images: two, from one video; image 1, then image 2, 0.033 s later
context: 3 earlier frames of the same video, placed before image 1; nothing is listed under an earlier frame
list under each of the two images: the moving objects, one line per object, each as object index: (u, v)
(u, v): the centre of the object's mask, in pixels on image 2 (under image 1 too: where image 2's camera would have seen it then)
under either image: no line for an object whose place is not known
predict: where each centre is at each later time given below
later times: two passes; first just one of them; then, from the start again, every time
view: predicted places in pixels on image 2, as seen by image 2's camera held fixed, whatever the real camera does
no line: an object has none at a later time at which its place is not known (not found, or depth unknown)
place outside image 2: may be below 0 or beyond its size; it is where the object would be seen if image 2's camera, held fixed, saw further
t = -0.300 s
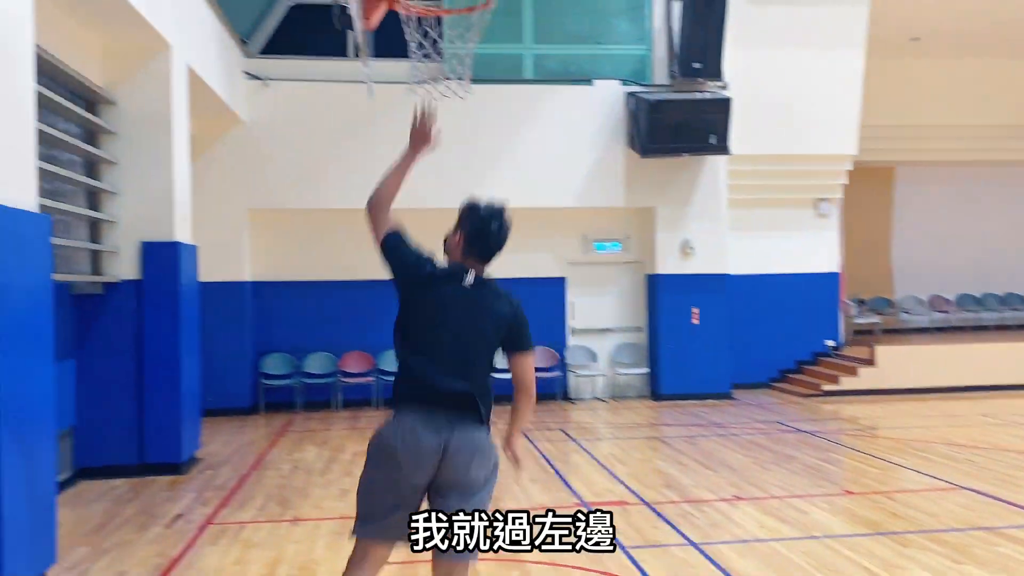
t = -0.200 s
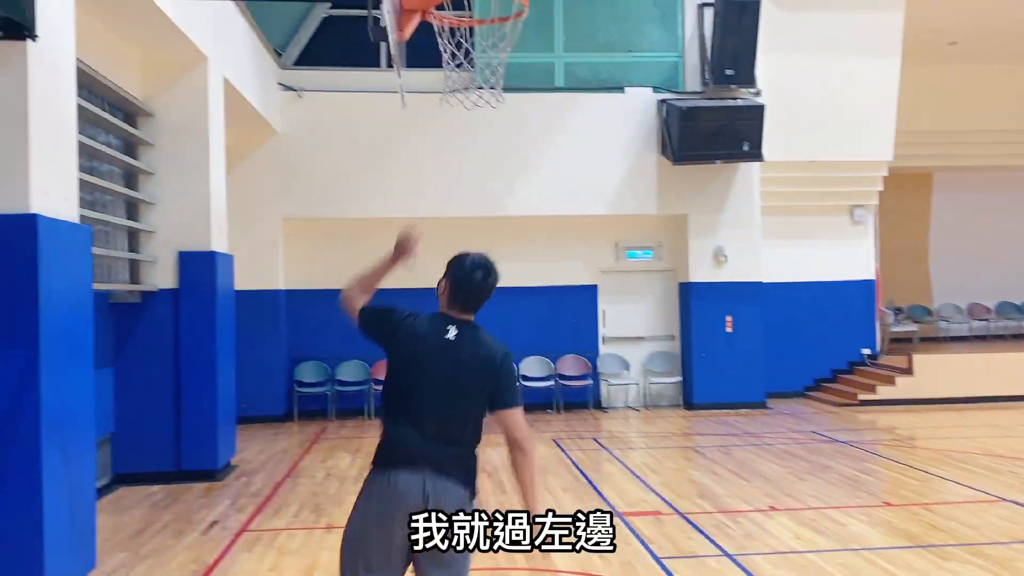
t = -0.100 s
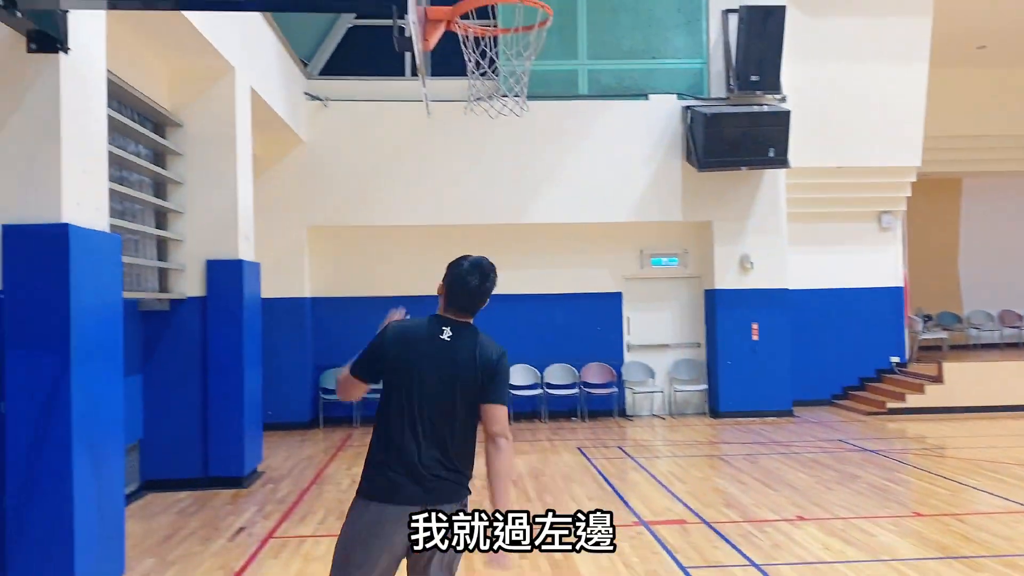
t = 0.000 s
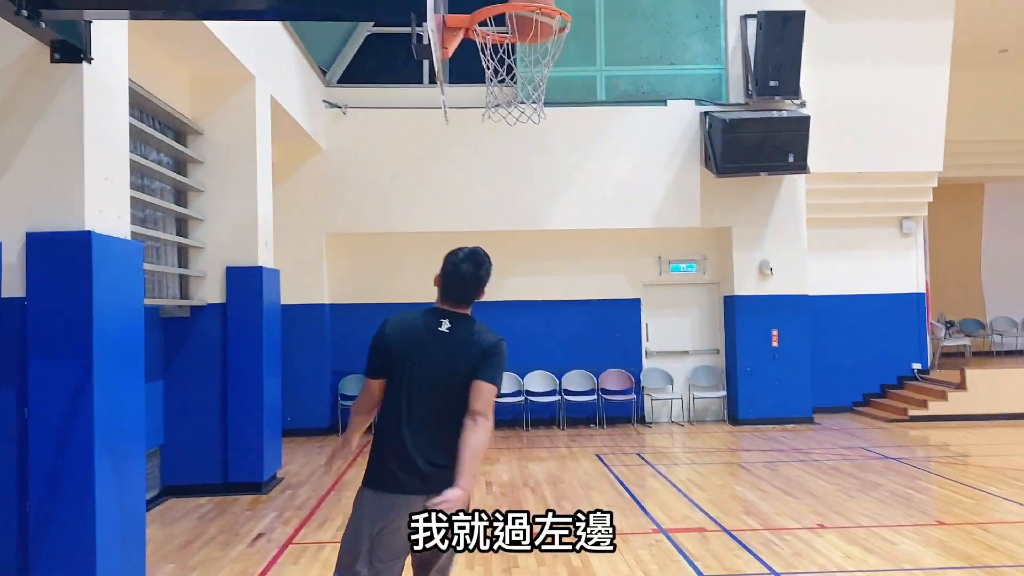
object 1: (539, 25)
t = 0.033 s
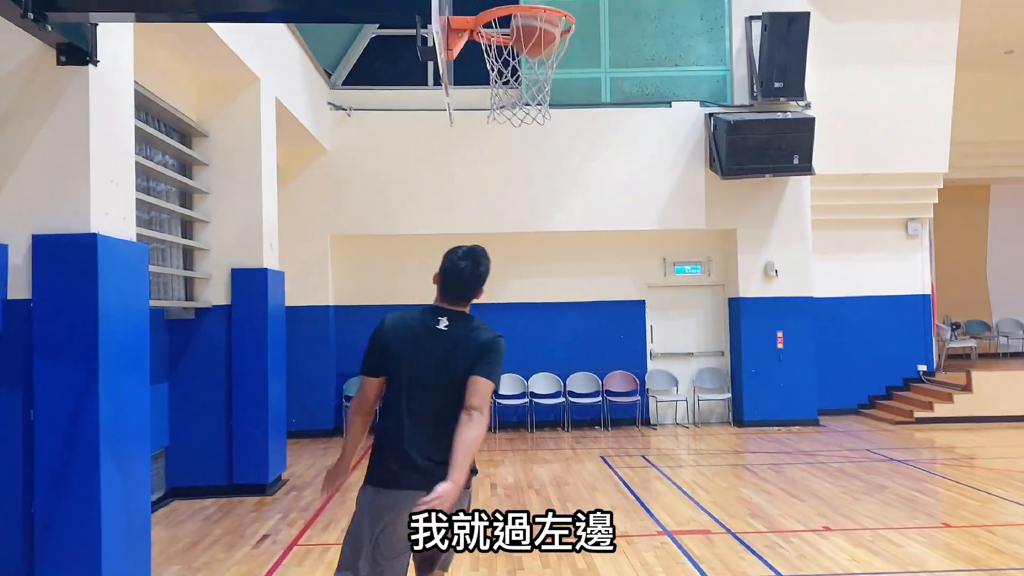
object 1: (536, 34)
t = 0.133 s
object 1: (533, 81)
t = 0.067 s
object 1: (535, 46)
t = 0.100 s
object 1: (533, 65)
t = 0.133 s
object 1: (533, 81)
